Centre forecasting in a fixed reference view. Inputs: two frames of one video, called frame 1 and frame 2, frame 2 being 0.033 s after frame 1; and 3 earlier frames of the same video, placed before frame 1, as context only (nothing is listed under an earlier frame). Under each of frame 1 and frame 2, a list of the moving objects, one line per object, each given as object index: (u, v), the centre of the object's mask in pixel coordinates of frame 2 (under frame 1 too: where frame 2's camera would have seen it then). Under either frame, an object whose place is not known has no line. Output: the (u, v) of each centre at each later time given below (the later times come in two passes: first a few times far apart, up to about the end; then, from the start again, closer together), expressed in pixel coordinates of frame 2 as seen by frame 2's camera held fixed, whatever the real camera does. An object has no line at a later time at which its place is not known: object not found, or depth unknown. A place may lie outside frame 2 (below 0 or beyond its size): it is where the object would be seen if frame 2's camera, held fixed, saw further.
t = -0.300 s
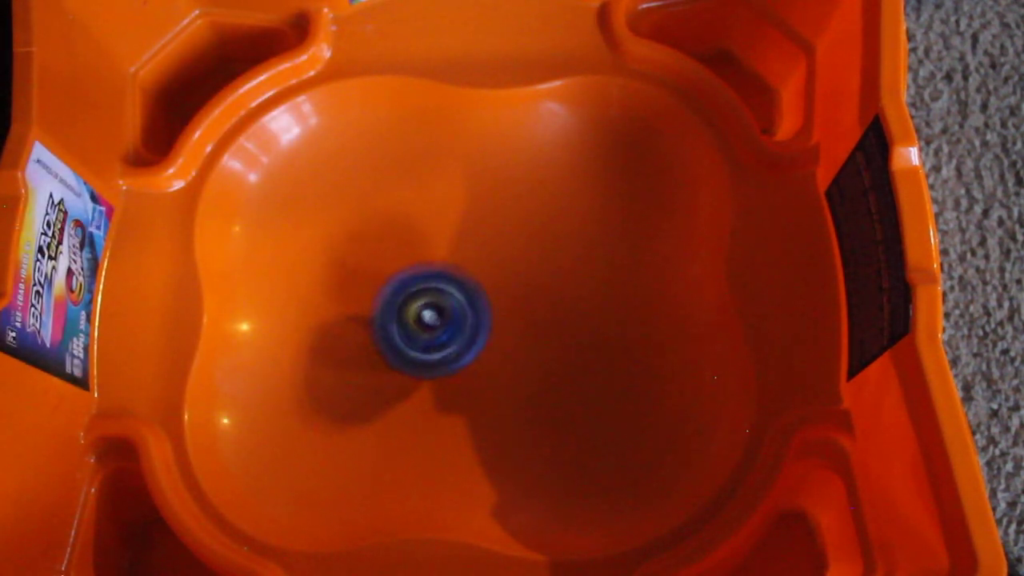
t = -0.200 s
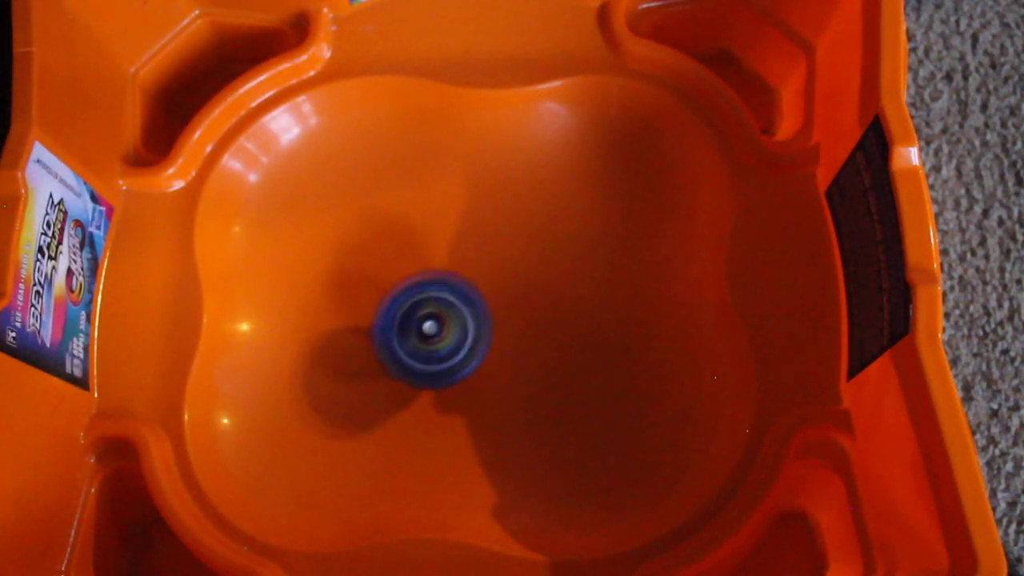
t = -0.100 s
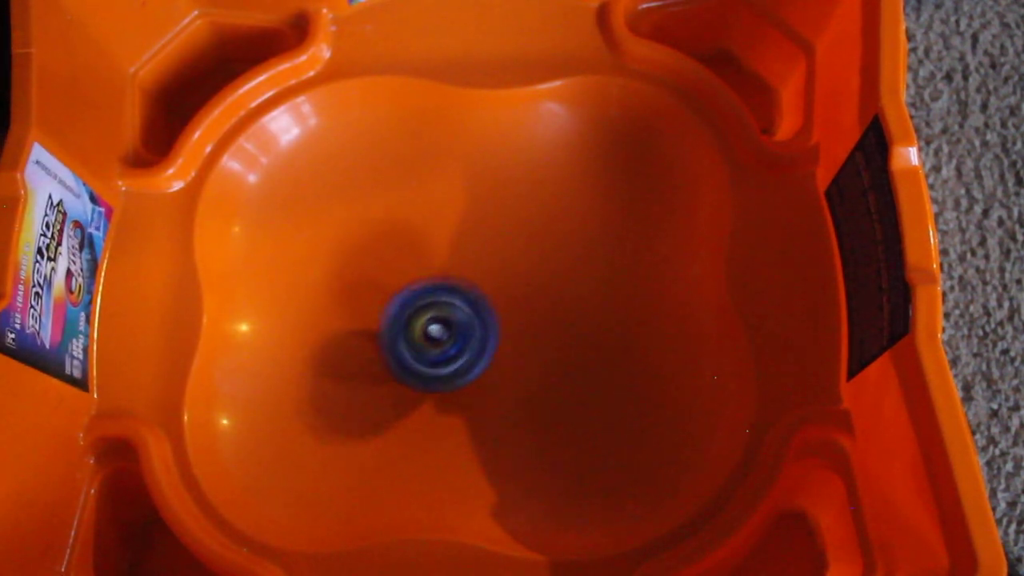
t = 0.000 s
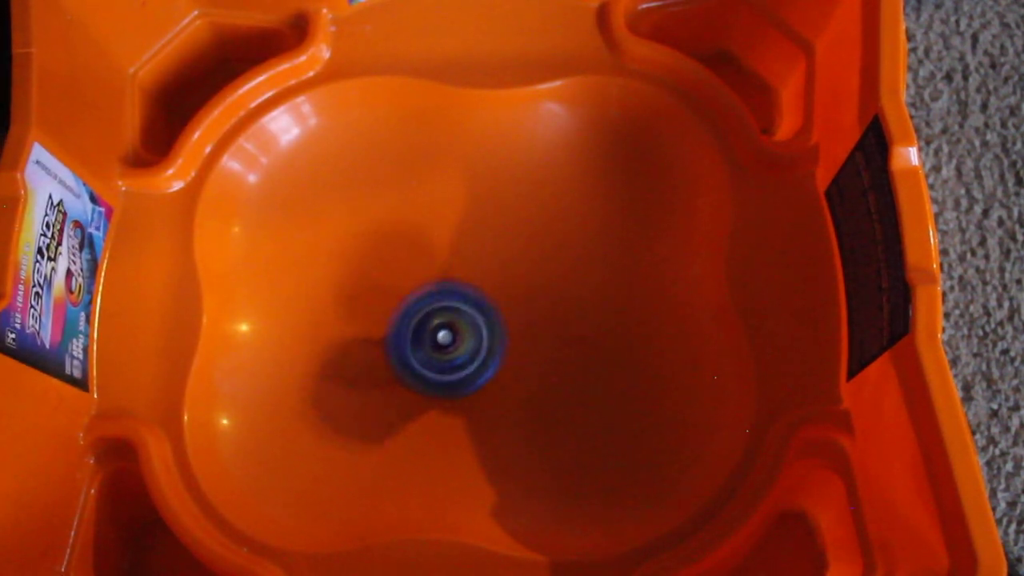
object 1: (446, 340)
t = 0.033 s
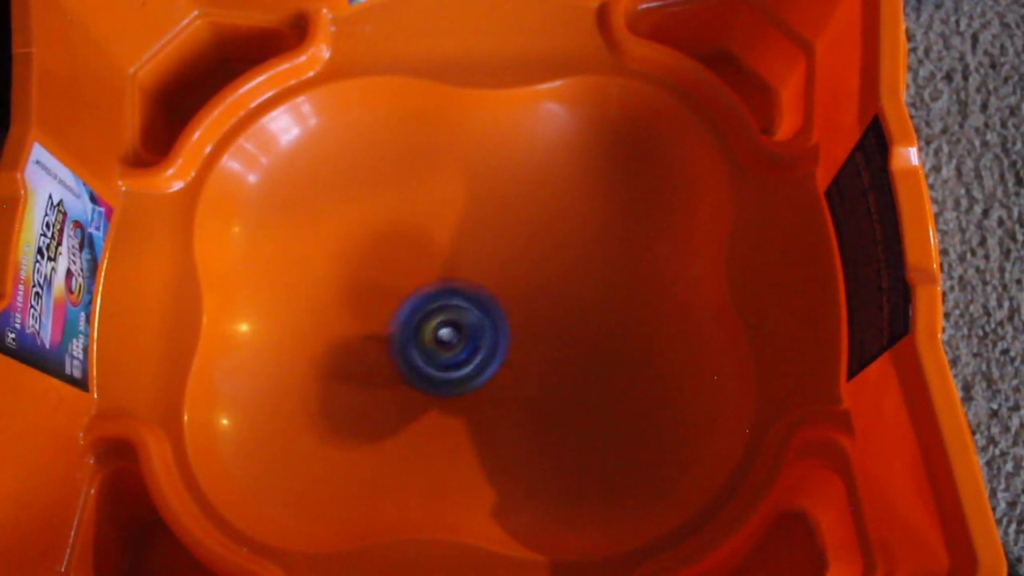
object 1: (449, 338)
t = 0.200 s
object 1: (460, 342)
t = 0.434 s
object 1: (478, 341)
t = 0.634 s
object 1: (500, 336)
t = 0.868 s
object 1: (513, 327)
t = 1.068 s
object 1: (508, 324)
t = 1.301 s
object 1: (490, 323)
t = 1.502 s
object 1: (472, 323)
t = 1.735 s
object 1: (468, 309)
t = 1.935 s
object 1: (464, 298)
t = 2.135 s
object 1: (466, 300)
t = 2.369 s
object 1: (463, 317)
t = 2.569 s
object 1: (470, 331)
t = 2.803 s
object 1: (473, 339)
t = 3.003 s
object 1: (484, 338)
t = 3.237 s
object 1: (503, 328)
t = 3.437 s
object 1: (509, 323)
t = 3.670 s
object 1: (501, 320)
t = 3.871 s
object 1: (483, 319)
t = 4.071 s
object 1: (469, 320)
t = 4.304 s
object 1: (464, 309)
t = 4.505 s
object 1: (466, 304)
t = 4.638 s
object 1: (470, 313)
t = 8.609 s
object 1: (490, 341)
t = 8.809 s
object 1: (493, 339)
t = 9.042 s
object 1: (493, 316)
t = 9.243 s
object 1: (488, 303)
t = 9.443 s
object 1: (483, 299)
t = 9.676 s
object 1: (467, 306)
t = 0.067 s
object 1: (452, 340)
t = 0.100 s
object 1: (454, 338)
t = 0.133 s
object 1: (457, 340)
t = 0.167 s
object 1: (458, 340)
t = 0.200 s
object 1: (460, 342)
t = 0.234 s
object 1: (462, 340)
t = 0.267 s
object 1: (466, 341)
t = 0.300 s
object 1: (467, 341)
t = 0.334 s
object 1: (470, 341)
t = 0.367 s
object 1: (471, 340)
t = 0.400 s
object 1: (477, 341)
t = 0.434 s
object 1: (478, 341)
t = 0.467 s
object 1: (484, 341)
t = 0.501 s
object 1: (485, 340)
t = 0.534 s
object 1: (491, 339)
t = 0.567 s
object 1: (493, 339)
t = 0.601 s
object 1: (499, 337)
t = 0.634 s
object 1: (500, 336)
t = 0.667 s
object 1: (505, 333)
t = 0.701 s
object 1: (506, 332)
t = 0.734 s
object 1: (509, 329)
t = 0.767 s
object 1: (511, 329)
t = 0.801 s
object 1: (511, 326)
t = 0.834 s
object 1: (513, 327)
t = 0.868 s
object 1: (513, 327)
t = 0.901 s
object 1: (513, 328)
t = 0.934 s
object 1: (513, 324)
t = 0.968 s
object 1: (515, 326)
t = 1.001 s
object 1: (512, 323)
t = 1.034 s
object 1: (513, 325)
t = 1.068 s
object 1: (508, 324)
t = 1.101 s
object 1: (508, 323)
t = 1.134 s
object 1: (505, 323)
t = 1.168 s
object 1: (505, 323)
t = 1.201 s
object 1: (498, 324)
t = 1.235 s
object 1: (496, 323)
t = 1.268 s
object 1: (492, 325)
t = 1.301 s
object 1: (490, 323)
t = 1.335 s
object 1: (486, 326)
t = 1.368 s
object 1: (483, 323)
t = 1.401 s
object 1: (480, 325)
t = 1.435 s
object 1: (477, 323)
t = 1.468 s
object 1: (476, 326)
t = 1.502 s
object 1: (472, 323)
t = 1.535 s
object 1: (473, 321)
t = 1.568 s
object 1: (471, 321)
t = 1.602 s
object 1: (472, 319)
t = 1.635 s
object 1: (468, 318)
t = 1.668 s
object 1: (469, 313)
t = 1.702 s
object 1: (467, 313)
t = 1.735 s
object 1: (468, 309)
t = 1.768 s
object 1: (467, 308)
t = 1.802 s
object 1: (467, 303)
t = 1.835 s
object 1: (467, 303)
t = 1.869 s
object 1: (465, 300)
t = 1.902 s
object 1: (467, 300)
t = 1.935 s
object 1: (464, 298)
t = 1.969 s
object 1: (465, 296)
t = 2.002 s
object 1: (466, 297)
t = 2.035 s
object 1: (467, 297)
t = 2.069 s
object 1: (466, 300)
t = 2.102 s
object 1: (465, 298)
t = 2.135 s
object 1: (466, 300)
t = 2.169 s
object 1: (465, 300)
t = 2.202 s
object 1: (464, 302)
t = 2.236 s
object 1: (463, 302)
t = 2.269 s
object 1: (464, 307)
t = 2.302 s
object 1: (461, 309)
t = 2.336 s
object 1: (465, 312)
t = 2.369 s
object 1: (463, 317)
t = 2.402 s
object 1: (465, 318)
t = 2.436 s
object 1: (465, 323)
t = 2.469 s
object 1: (466, 323)
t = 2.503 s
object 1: (468, 328)
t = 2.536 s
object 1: (467, 329)
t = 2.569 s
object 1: (470, 331)
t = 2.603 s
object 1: (469, 334)
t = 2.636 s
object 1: (470, 334)
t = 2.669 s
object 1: (469, 335)
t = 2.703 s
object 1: (472, 334)
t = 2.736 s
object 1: (473, 338)
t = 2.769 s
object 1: (472, 338)
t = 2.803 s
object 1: (473, 339)
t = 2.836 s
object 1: (473, 338)
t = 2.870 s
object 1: (477, 338)
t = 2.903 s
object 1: (478, 341)
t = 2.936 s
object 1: (479, 340)
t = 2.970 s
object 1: (479, 341)
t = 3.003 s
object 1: (484, 338)
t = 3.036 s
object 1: (488, 340)
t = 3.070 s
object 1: (489, 337)
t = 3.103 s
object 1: (495, 337)
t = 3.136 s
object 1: (495, 336)
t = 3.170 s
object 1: (499, 332)
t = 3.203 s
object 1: (500, 333)
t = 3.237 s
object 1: (503, 328)
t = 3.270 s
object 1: (506, 328)
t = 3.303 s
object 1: (505, 325)
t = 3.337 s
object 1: (508, 324)
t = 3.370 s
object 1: (508, 324)
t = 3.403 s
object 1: (509, 323)
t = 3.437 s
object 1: (509, 323)
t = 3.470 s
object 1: (508, 321)
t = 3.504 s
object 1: (508, 322)
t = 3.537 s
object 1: (506, 319)
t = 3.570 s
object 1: (507, 320)
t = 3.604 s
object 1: (505, 320)
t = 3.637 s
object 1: (504, 319)
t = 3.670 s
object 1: (501, 320)
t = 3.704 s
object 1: (498, 318)
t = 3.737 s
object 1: (496, 320)
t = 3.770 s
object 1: (491, 319)
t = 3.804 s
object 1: (490, 319)
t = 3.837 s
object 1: (485, 321)
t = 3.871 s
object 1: (483, 319)
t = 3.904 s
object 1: (480, 322)
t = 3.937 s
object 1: (477, 319)
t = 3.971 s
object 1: (476, 321)
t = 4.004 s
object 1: (471, 320)
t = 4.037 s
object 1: (472, 318)
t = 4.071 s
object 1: (469, 320)
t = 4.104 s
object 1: (468, 316)
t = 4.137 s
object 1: (468, 317)
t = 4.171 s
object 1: (465, 317)
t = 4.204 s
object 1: (464, 318)
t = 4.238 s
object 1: (460, 317)
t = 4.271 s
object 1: (461, 311)
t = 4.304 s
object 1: (464, 309)
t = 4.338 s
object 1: (466, 305)
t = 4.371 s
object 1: (467, 305)
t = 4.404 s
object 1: (466, 303)
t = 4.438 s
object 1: (467, 302)
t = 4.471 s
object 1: (467, 304)
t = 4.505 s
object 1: (466, 304)
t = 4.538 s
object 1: (465, 305)
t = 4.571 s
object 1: (467, 305)
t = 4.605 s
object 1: (471, 310)
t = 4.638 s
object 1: (470, 313)
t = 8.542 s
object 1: (493, 342)
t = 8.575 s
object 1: (492, 341)
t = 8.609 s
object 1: (490, 341)
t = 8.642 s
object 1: (491, 339)
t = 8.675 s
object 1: (493, 340)
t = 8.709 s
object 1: (490, 342)
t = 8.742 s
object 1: (490, 337)
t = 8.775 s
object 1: (495, 338)
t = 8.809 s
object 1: (493, 339)
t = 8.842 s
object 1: (492, 333)
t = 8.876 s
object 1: (496, 331)
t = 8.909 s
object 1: (495, 330)
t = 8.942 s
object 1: (493, 325)
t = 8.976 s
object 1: (496, 322)
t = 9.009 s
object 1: (494, 321)
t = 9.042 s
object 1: (493, 316)
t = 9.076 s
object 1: (494, 314)
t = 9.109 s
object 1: (492, 313)
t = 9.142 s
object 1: (492, 309)
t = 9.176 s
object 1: (492, 309)
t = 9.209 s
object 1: (488, 307)
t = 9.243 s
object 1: (488, 303)
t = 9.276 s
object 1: (488, 303)
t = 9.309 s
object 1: (485, 303)
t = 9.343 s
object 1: (484, 301)
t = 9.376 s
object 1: (484, 301)
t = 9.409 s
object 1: (482, 300)
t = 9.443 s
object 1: (483, 299)
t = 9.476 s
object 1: (480, 302)
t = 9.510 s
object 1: (474, 300)
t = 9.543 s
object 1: (476, 297)
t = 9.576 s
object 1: (475, 302)
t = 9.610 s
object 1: (469, 303)
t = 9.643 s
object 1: (467, 301)
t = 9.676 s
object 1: (467, 306)
